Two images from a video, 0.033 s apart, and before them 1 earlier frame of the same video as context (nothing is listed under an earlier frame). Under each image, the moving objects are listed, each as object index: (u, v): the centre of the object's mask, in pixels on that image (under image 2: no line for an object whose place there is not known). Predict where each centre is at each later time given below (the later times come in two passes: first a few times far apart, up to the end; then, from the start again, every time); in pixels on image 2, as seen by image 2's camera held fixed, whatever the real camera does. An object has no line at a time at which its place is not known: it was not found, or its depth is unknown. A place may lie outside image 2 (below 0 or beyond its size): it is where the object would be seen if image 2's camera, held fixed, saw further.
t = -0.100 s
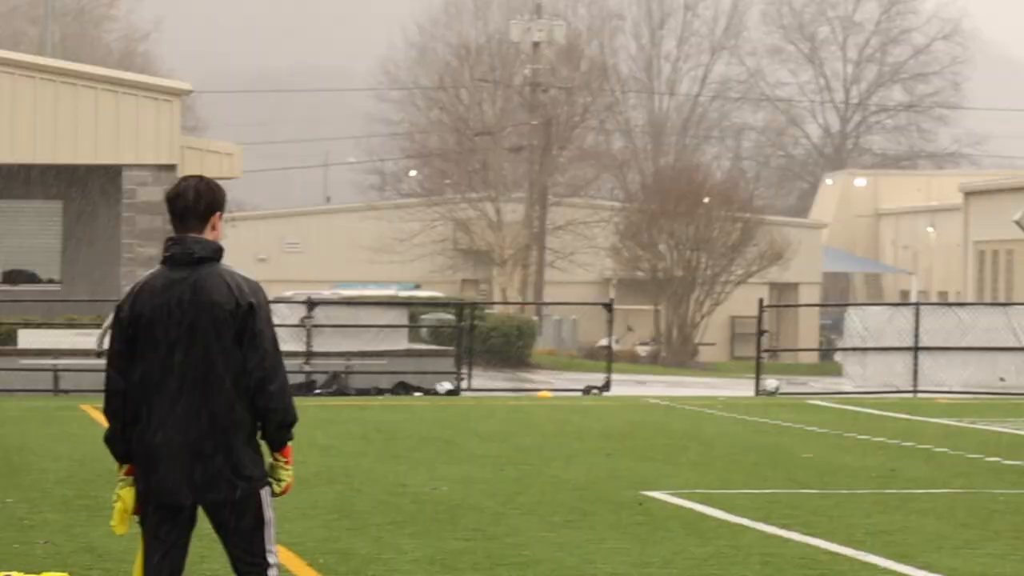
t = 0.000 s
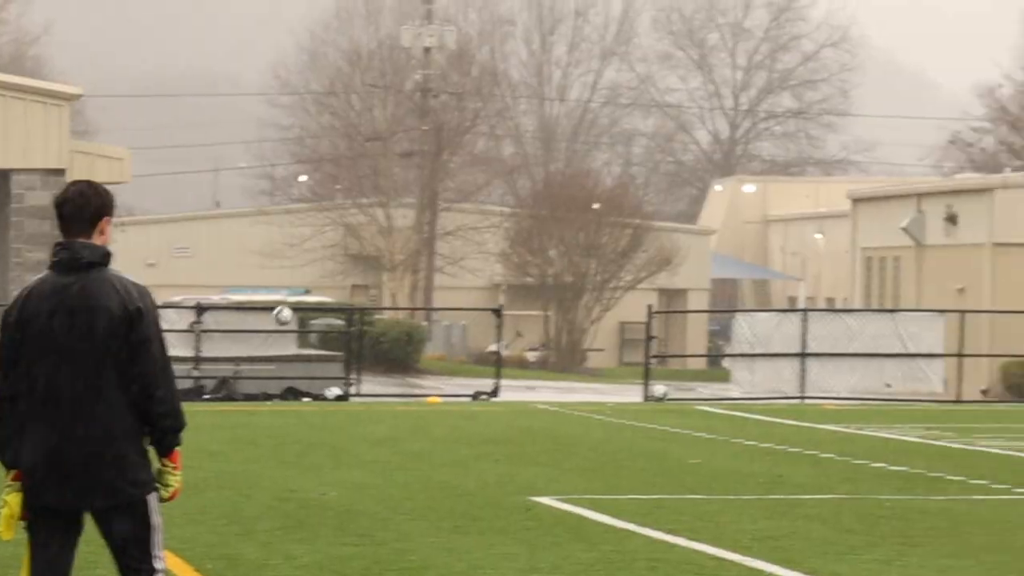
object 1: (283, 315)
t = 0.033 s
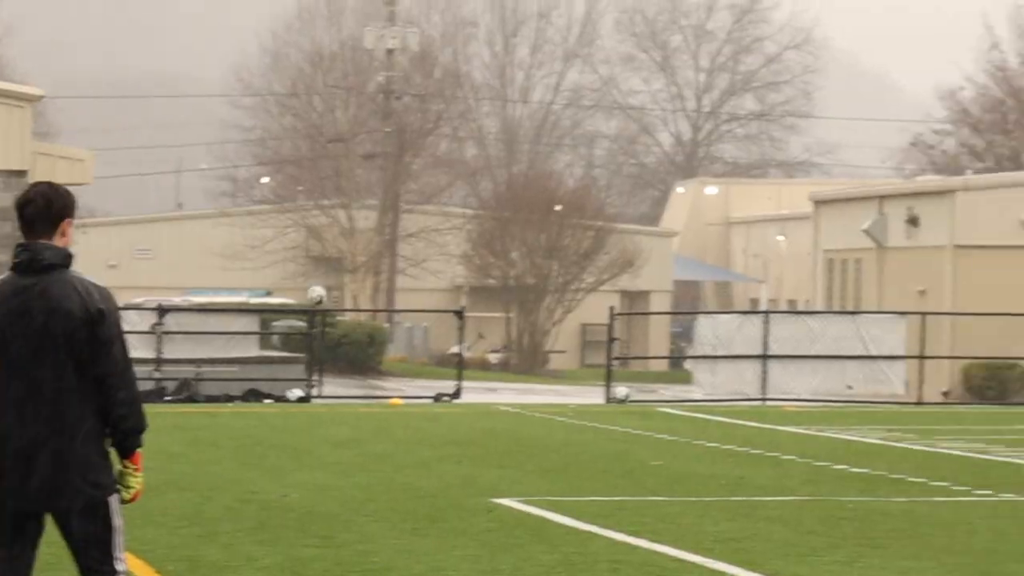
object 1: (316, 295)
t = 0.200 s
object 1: (662, 204)
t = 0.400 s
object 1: (1062, 125)
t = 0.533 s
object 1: (1330, 89)
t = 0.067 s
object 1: (388, 274)
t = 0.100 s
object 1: (457, 256)
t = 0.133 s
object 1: (526, 237)
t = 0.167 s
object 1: (595, 219)
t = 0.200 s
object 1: (662, 204)
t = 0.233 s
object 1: (728, 190)
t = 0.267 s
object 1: (796, 174)
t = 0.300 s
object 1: (861, 164)
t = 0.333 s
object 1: (927, 149)
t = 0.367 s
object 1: (995, 136)
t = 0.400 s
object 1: (1062, 125)
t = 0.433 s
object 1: (1129, 114)
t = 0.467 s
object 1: (1195, 104)
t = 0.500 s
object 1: (1262, 97)
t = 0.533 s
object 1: (1330, 89)
